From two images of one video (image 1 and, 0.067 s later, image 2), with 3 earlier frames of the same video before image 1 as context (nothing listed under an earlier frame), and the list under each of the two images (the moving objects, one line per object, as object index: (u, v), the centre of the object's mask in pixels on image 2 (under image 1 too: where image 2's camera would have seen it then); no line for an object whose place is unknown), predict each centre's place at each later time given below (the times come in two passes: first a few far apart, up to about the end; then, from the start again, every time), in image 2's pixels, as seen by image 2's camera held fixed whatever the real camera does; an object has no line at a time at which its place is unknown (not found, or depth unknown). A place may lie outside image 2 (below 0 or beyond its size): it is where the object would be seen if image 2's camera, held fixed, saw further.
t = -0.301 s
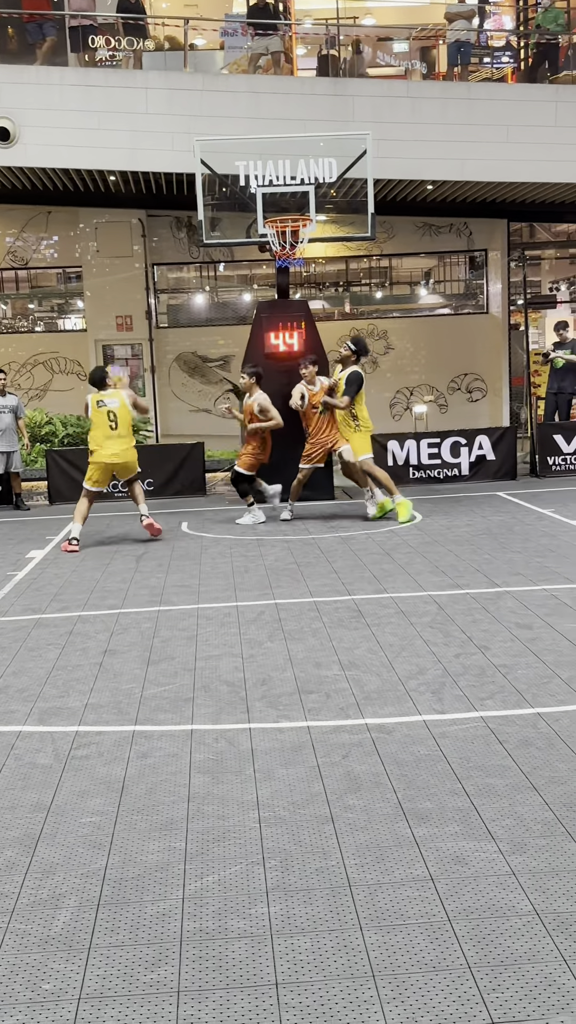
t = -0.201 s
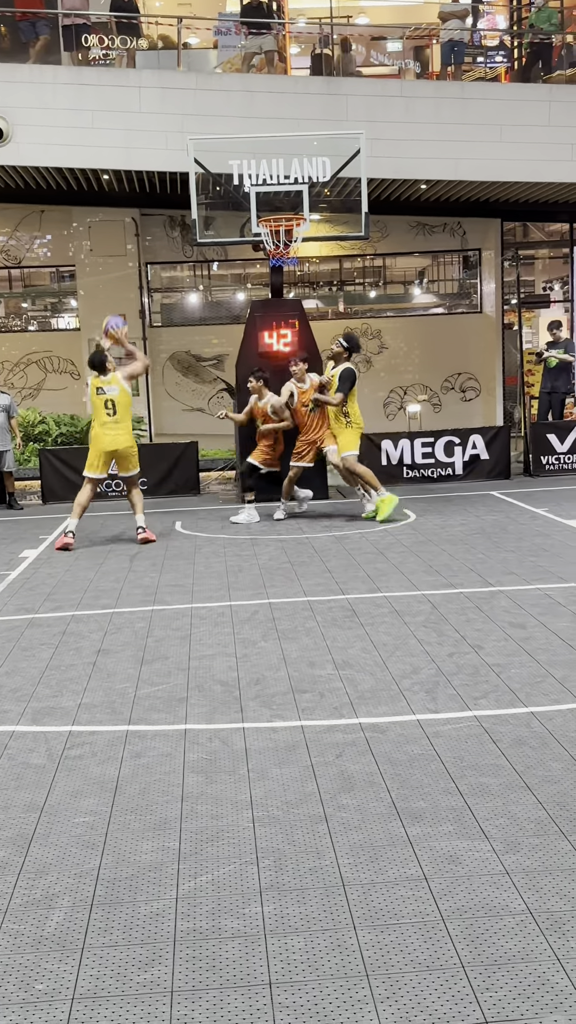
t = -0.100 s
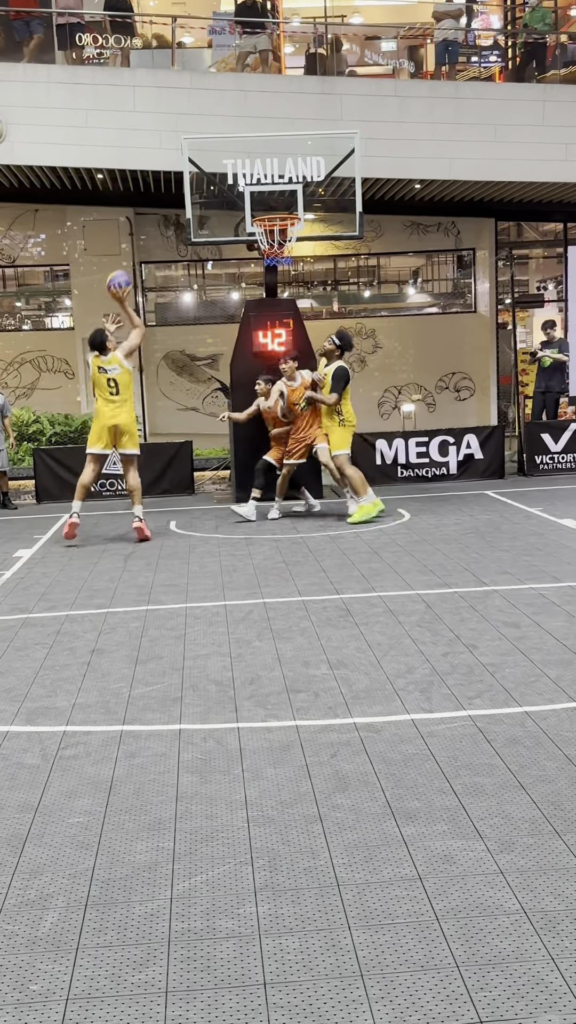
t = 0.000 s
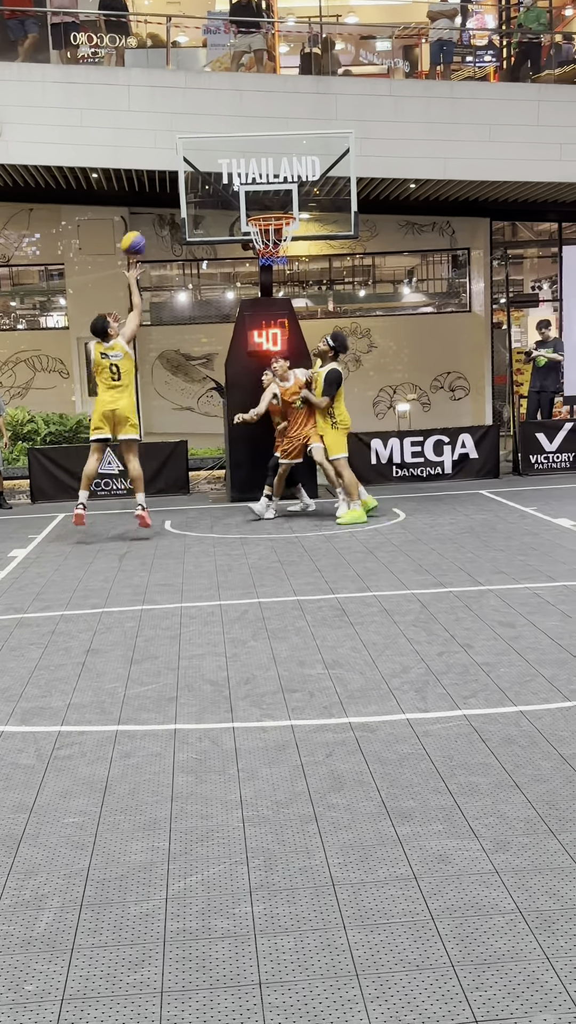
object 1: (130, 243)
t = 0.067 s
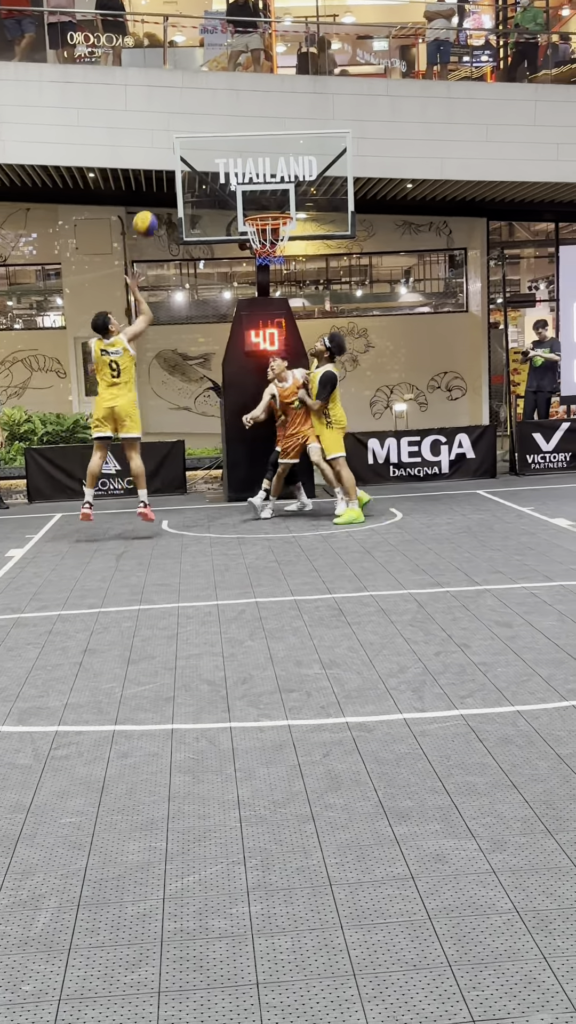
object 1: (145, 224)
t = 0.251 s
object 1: (185, 196)
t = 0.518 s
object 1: (240, 213)
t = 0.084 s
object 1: (149, 219)
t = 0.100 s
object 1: (152, 216)
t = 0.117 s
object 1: (157, 213)
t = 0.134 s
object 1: (160, 210)
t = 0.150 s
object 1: (163, 207)
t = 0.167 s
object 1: (166, 205)
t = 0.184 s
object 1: (170, 202)
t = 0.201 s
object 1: (173, 200)
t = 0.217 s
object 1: (178, 198)
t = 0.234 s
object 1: (181, 197)
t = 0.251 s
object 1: (185, 196)
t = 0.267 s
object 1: (189, 195)
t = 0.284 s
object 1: (192, 195)
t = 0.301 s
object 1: (195, 195)
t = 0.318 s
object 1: (199, 196)
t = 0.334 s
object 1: (203, 195)
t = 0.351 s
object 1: (206, 195)
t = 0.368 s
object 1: (210, 195)
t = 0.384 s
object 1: (213, 196)
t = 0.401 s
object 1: (217, 197)
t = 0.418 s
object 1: (220, 199)
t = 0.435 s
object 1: (224, 202)
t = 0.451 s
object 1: (227, 205)
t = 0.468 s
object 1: (231, 208)
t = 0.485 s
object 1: (235, 210)
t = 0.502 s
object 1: (238, 212)
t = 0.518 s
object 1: (240, 213)
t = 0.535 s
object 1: (242, 216)
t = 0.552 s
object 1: (241, 216)
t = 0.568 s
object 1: (238, 212)
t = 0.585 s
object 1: (235, 212)
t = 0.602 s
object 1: (234, 215)
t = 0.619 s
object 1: (233, 215)
